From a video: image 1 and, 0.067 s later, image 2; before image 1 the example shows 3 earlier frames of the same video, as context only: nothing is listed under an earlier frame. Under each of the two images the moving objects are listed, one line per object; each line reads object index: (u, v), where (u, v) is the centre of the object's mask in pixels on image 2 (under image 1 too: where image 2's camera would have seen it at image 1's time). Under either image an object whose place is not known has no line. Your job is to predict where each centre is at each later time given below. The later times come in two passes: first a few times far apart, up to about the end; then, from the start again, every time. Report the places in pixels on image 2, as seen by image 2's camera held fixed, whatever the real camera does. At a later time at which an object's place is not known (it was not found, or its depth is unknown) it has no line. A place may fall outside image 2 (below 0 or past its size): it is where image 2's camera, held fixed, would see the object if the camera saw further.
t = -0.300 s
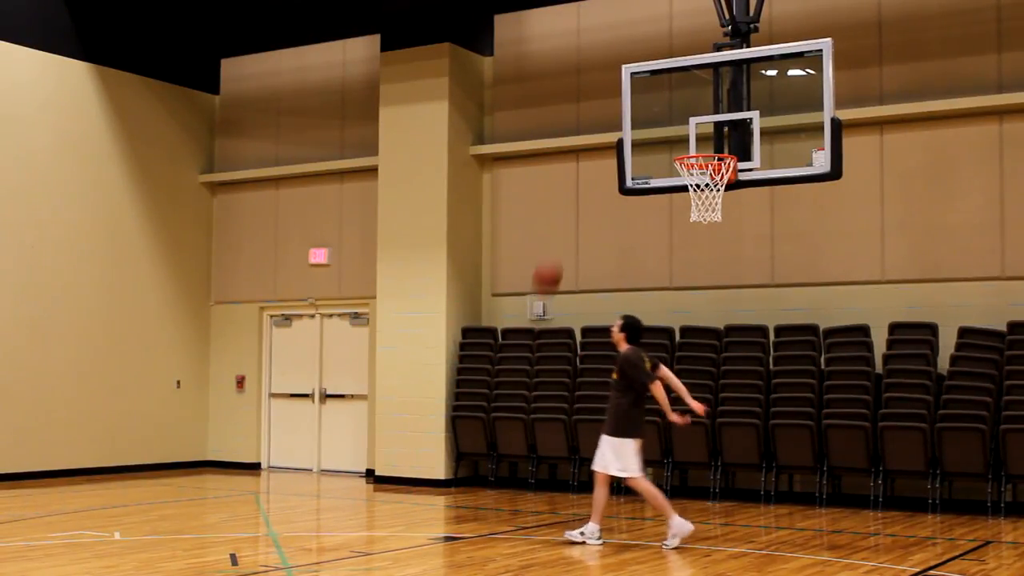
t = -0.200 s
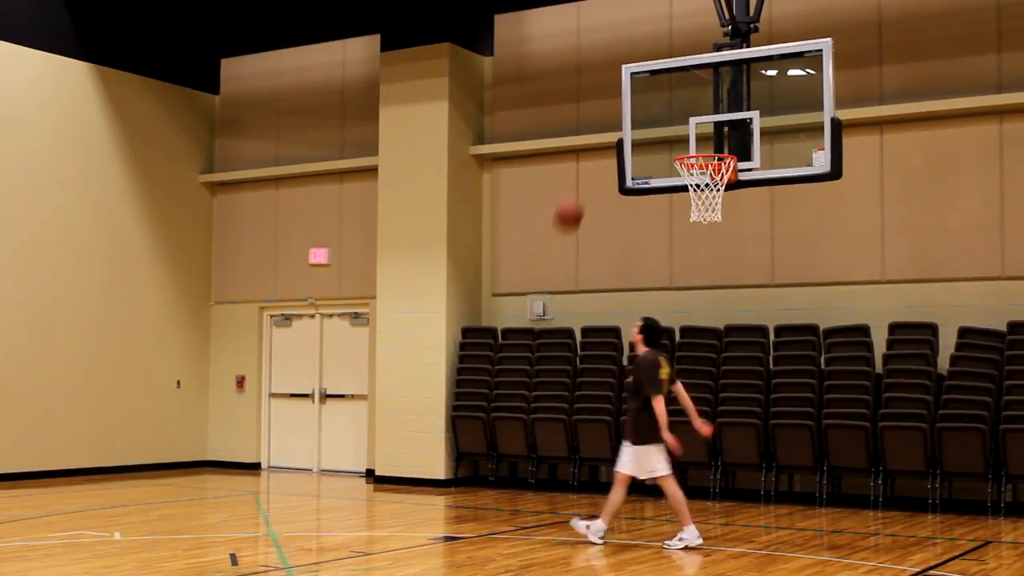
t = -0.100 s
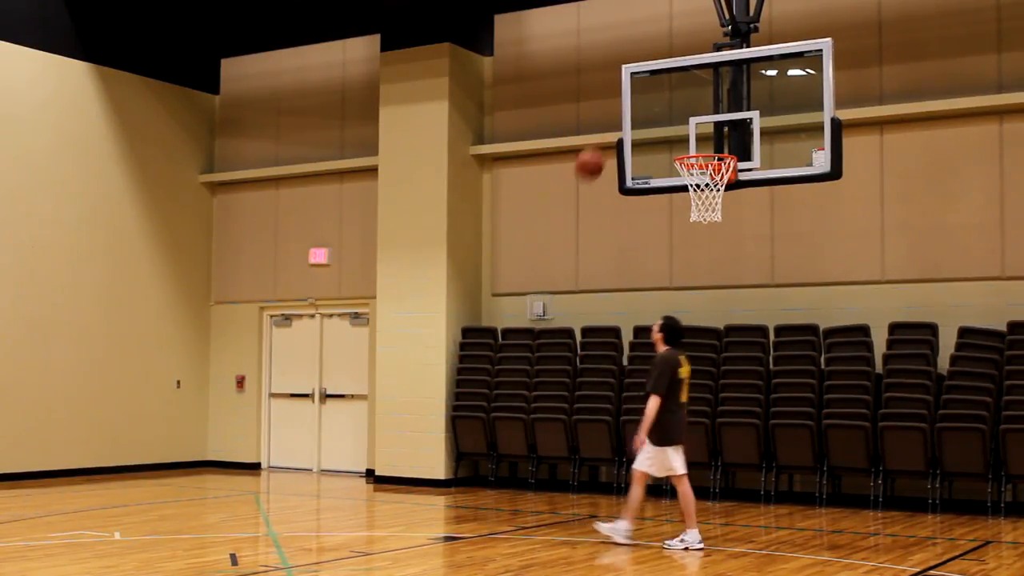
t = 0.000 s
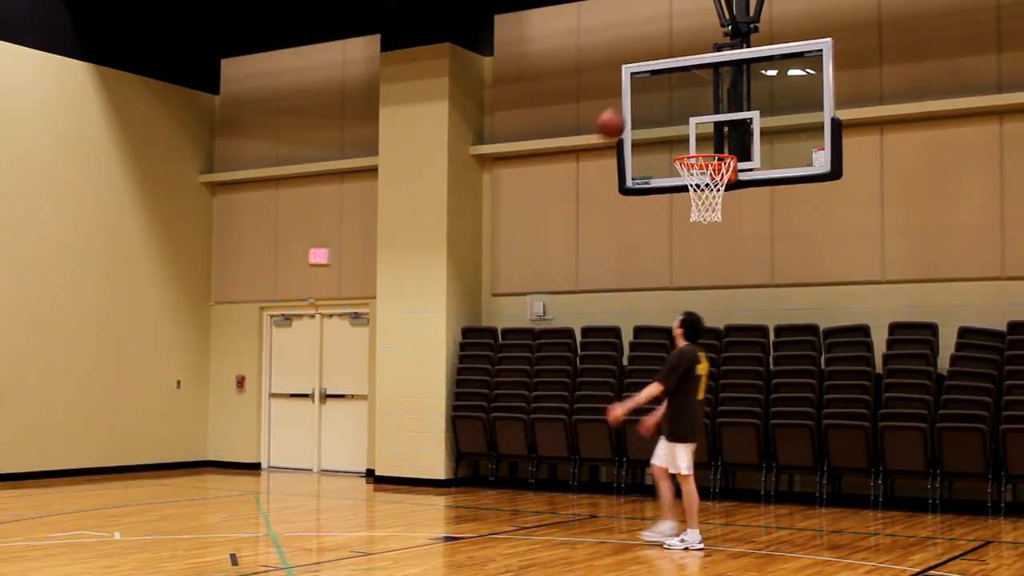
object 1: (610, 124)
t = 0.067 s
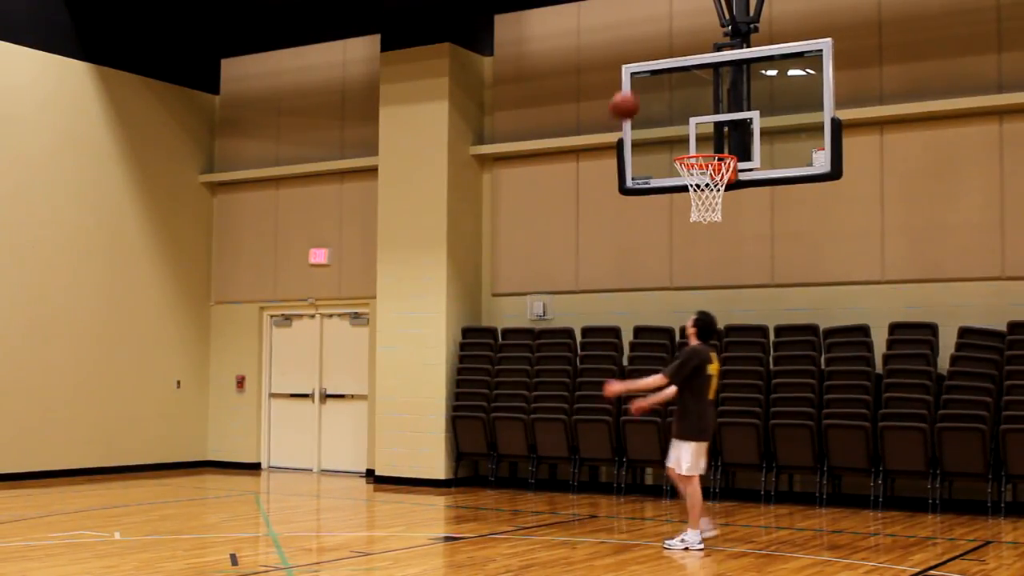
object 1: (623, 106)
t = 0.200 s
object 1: (651, 82)
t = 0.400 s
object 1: (691, 85)
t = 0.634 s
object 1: (711, 124)
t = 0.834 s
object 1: (704, 180)
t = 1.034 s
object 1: (689, 195)
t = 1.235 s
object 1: (688, 218)
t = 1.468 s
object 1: (694, 309)
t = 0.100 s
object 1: (630, 98)
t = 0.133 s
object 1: (638, 91)
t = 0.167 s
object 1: (644, 86)
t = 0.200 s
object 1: (651, 82)
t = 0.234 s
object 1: (657, 80)
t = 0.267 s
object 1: (665, 79)
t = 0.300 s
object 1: (671, 78)
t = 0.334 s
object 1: (678, 79)
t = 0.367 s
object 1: (685, 81)
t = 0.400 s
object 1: (691, 85)
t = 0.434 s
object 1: (696, 88)
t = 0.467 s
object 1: (698, 91)
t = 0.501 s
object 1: (701, 95)
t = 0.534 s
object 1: (704, 100)
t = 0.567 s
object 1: (705, 106)
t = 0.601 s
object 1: (708, 114)
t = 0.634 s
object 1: (711, 124)
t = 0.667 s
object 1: (715, 136)
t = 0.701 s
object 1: (716, 143)
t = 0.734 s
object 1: (717, 148)
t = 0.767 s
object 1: (711, 160)
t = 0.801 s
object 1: (710, 172)
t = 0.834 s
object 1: (704, 180)
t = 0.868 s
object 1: (702, 184)
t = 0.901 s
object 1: (696, 186)
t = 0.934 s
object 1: (694, 185)
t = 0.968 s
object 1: (688, 191)
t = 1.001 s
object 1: (691, 195)
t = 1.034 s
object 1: (689, 195)
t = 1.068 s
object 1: (688, 197)
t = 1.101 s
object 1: (687, 199)
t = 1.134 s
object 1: (687, 202)
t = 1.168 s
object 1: (687, 206)
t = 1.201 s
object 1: (688, 211)
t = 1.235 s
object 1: (688, 218)
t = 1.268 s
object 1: (690, 226)
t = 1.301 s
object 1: (690, 237)
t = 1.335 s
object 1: (691, 249)
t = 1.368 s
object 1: (692, 261)
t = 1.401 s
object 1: (693, 276)
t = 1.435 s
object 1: (693, 292)
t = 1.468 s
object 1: (694, 309)
